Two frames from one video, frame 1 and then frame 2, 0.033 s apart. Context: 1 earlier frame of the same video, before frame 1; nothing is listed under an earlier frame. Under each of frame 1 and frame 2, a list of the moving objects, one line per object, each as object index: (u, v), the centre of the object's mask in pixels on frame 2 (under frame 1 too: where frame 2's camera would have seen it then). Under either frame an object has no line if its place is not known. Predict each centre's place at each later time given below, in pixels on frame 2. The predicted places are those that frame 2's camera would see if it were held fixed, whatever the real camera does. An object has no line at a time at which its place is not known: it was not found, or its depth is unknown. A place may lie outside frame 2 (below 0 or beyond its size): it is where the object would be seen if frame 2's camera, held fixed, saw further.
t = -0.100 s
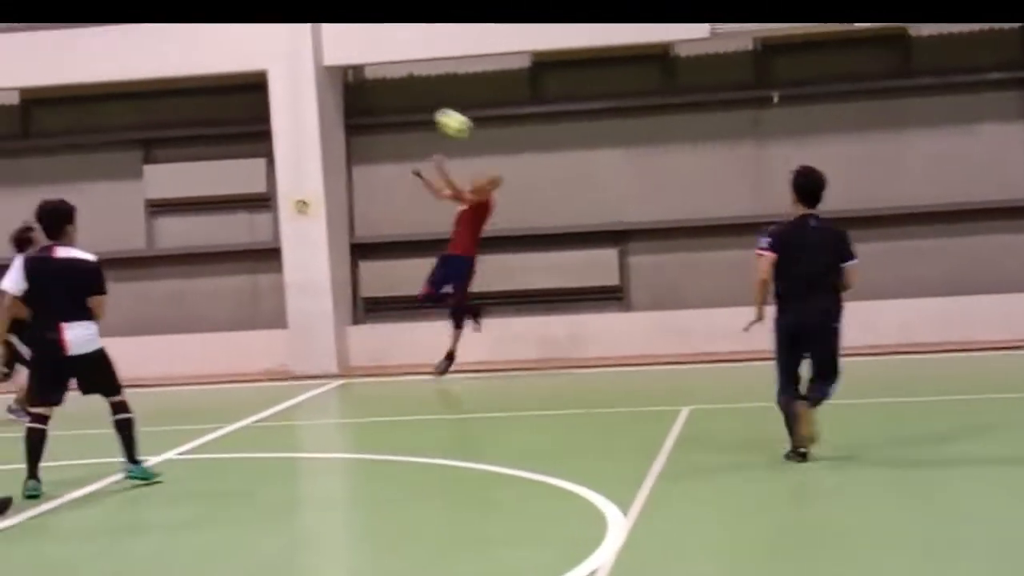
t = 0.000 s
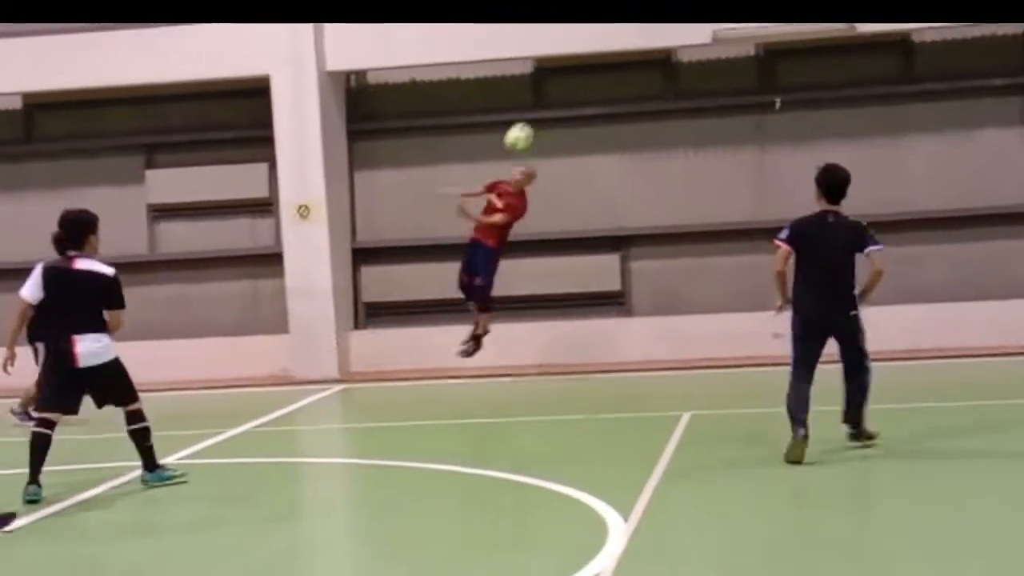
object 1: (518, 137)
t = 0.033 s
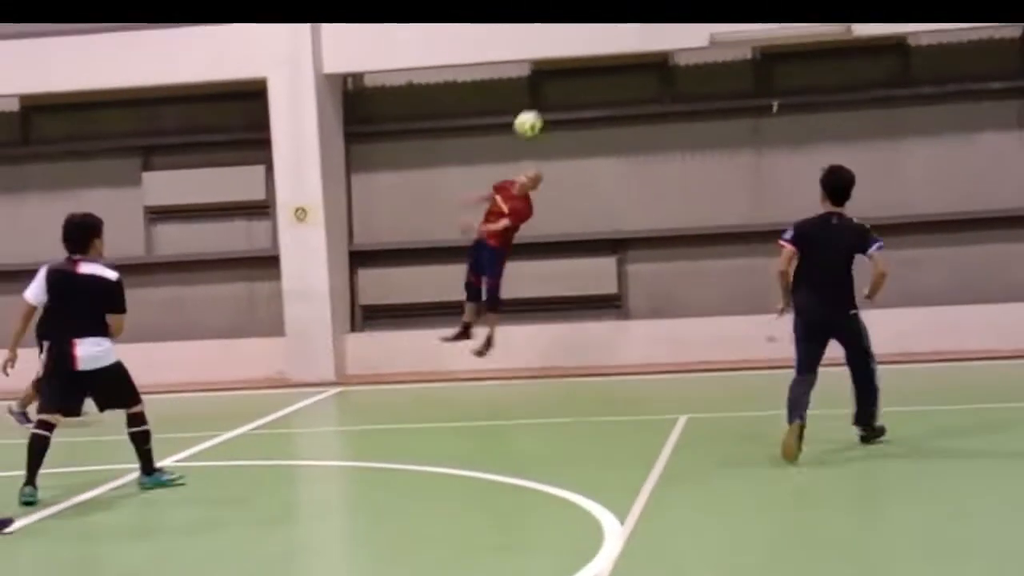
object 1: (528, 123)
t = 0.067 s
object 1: (545, 107)
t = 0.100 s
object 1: (558, 94)
